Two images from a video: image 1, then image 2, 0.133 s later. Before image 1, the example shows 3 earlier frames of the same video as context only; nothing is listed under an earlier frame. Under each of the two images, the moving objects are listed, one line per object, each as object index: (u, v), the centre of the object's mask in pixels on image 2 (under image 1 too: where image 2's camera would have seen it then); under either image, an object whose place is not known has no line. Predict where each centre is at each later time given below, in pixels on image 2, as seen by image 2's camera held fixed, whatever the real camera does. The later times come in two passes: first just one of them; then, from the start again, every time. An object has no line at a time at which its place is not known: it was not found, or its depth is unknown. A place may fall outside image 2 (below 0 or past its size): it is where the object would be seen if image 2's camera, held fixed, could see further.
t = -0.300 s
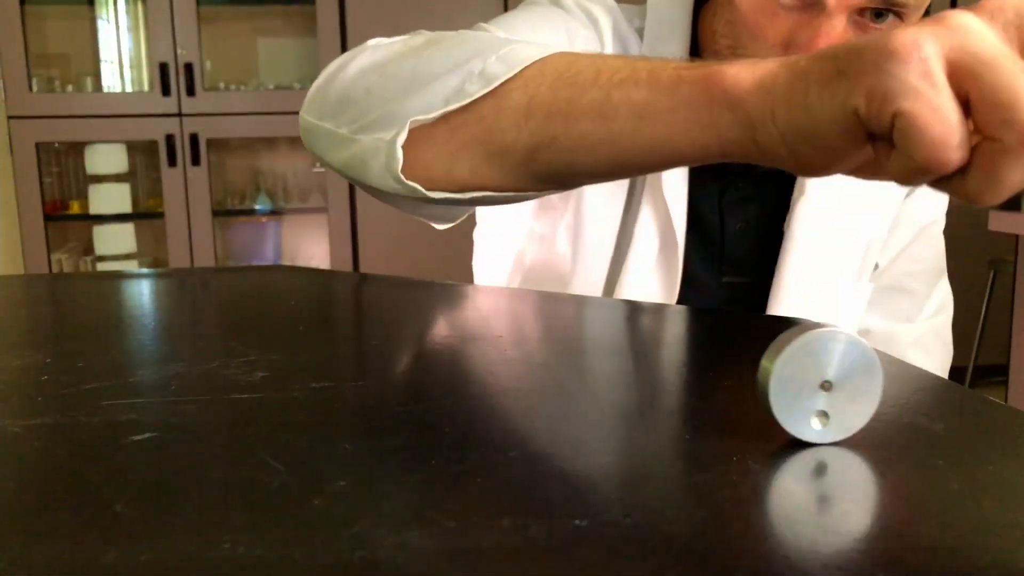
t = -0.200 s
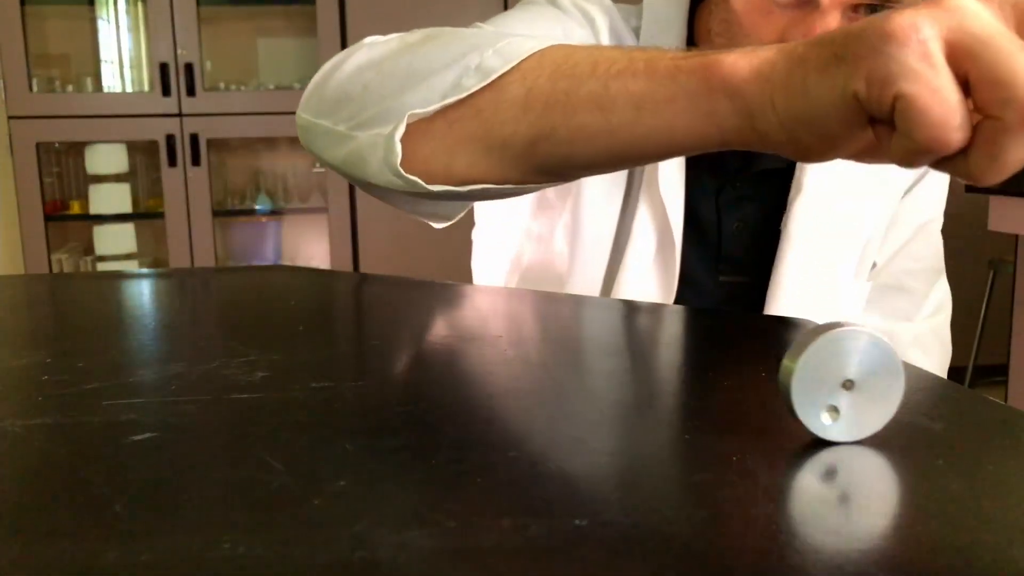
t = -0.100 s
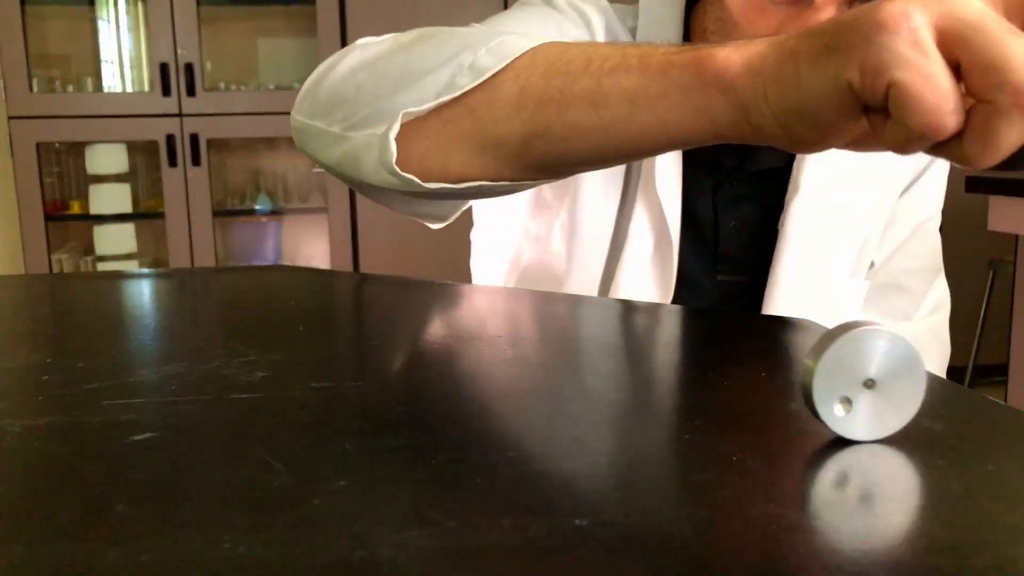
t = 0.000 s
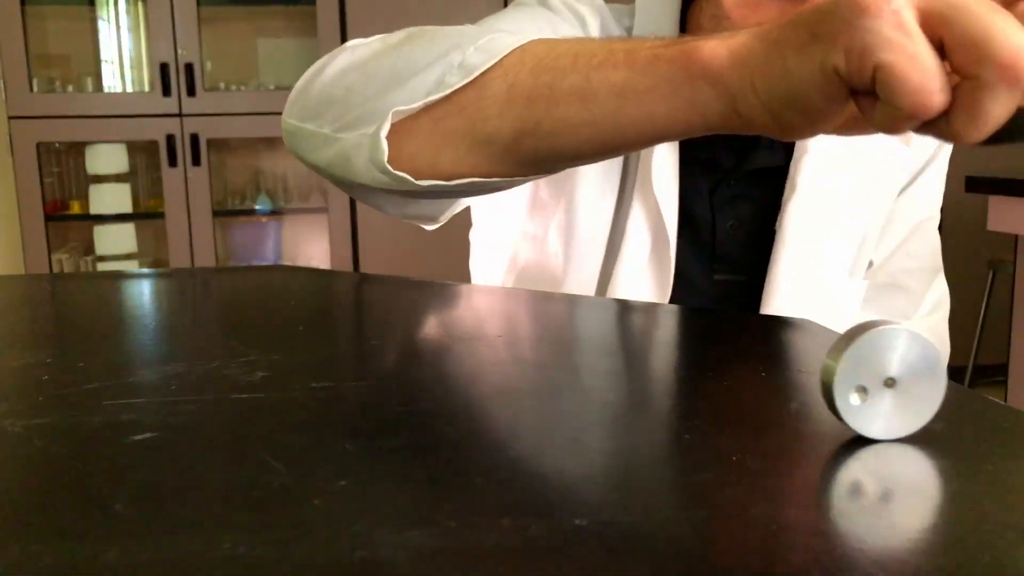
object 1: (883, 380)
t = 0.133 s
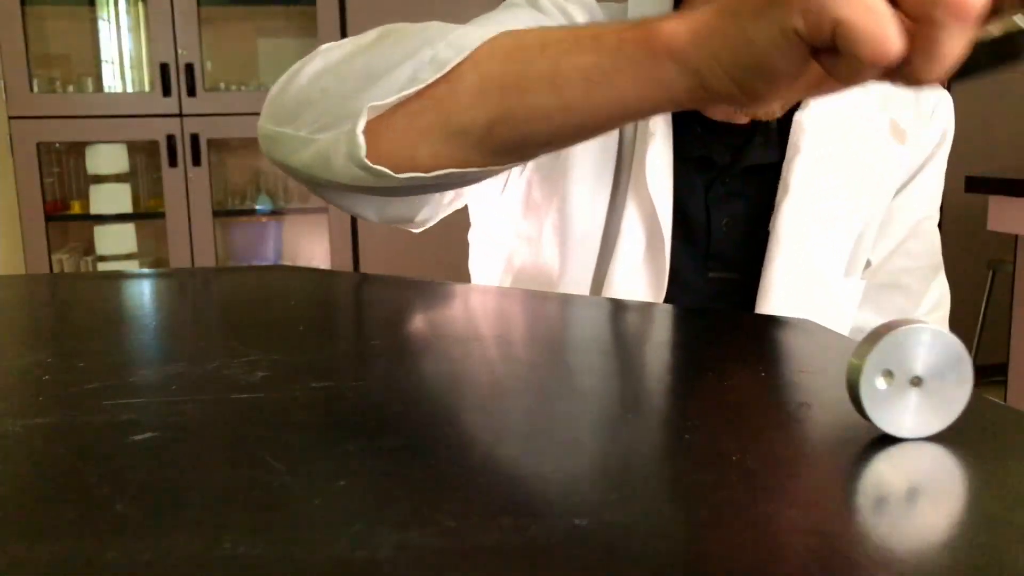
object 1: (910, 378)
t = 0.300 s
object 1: (941, 377)
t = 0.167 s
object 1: (916, 378)
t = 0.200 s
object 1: (923, 378)
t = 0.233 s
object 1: (929, 378)
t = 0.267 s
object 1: (935, 377)
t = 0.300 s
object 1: (941, 377)
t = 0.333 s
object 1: (947, 377)
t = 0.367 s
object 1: (953, 377)
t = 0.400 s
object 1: (958, 376)
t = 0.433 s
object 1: (963, 376)
